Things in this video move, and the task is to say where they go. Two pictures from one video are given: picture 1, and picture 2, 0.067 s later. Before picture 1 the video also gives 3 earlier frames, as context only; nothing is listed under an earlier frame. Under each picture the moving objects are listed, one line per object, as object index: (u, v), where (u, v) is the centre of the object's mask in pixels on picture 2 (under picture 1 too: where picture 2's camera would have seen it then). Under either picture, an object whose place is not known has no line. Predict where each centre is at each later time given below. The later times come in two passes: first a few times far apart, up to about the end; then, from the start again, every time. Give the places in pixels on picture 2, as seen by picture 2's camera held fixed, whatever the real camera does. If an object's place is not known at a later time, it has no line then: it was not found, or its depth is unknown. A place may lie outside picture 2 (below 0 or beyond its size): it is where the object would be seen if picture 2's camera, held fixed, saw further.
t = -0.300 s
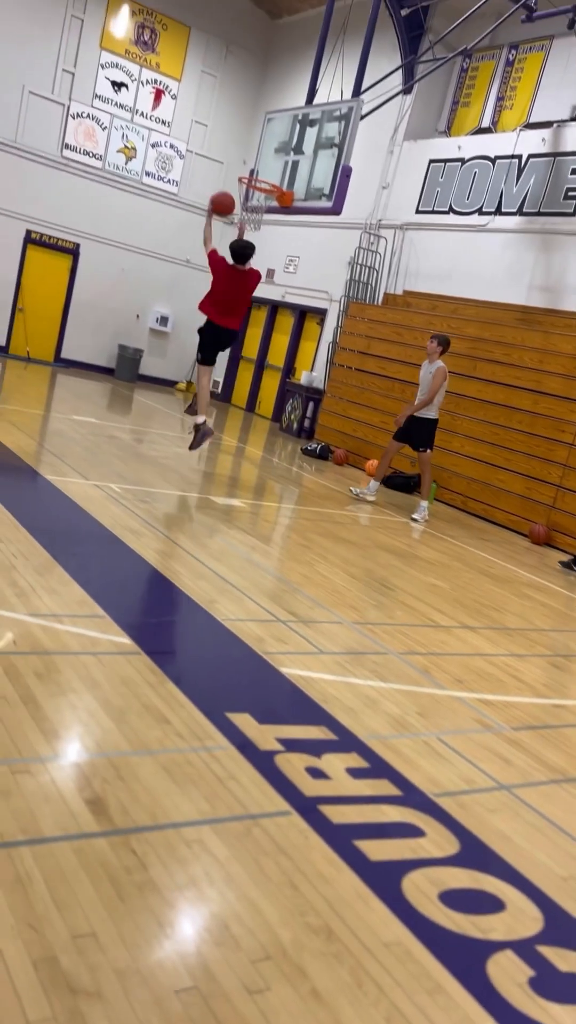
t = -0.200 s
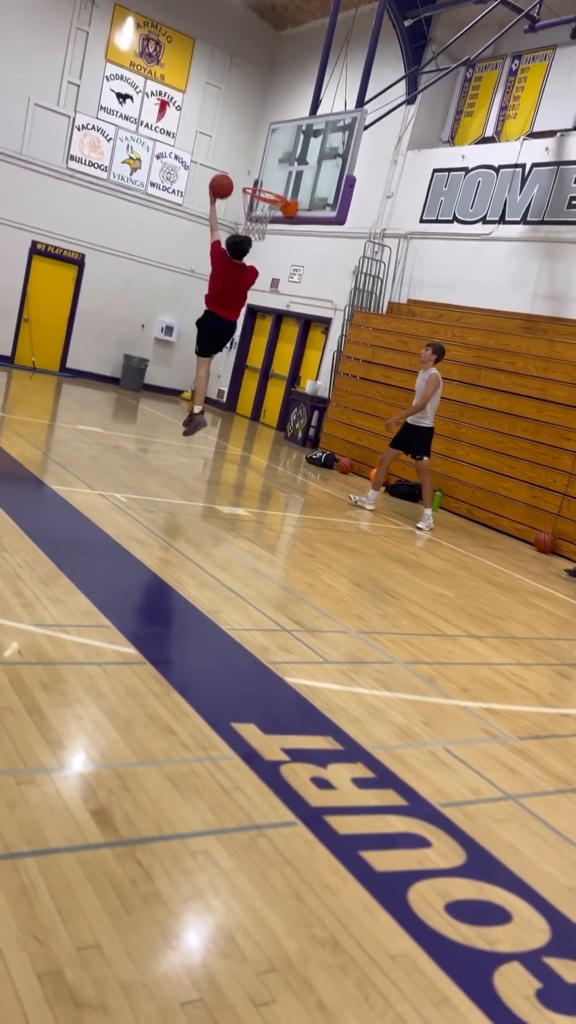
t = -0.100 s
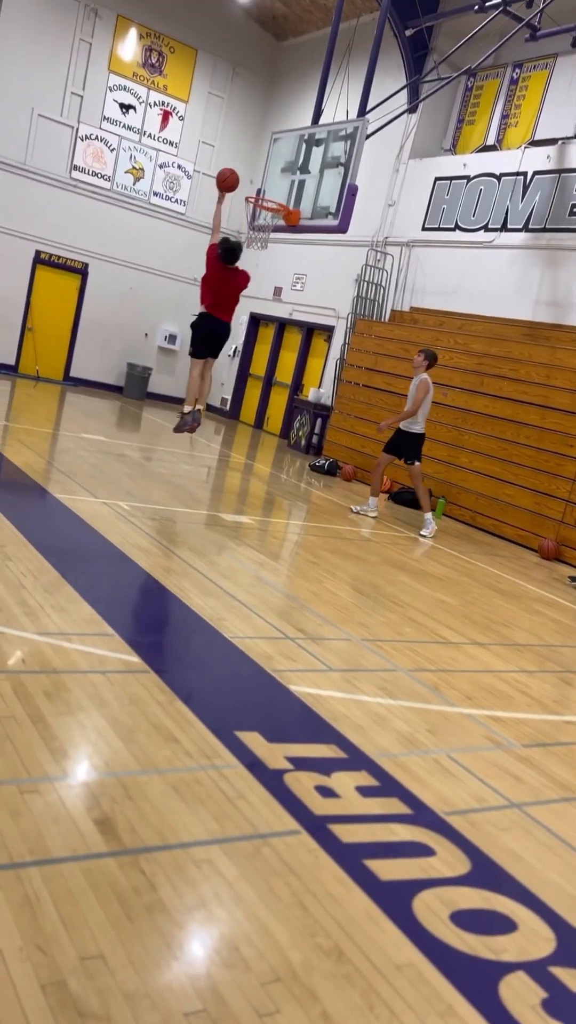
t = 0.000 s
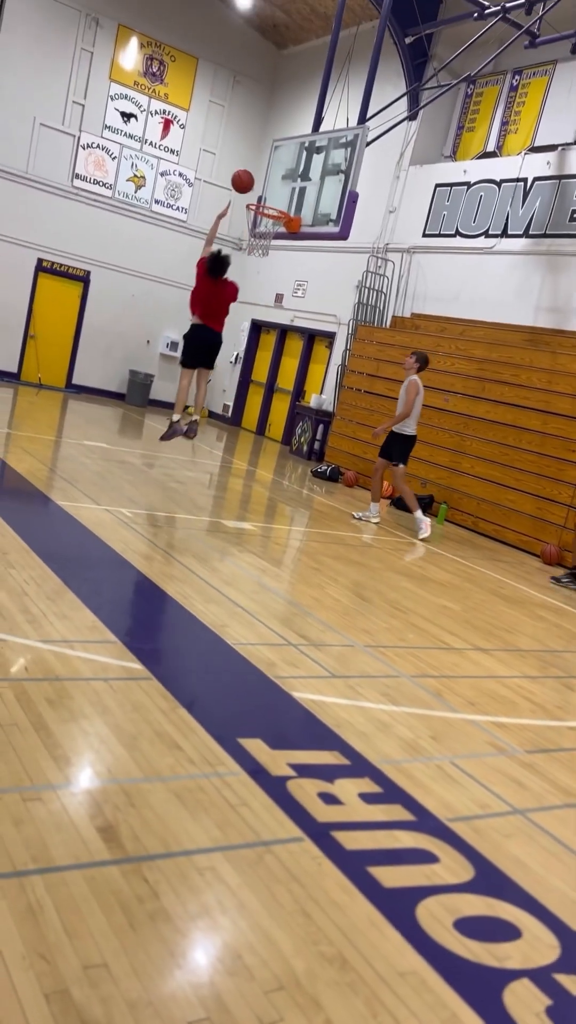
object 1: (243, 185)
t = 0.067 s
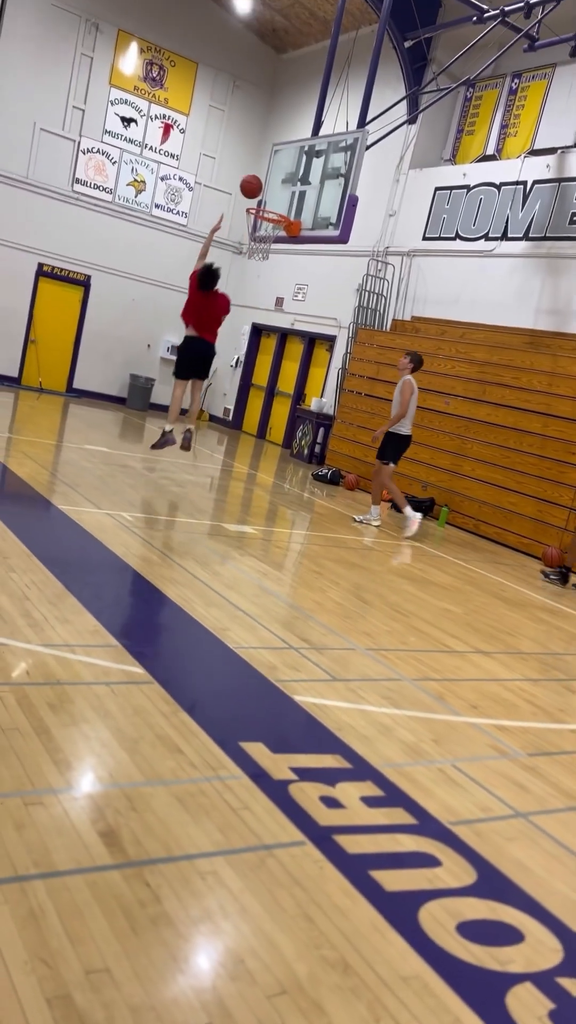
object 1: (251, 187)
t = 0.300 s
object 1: (272, 223)
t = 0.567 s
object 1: (271, 271)
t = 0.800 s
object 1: (255, 349)
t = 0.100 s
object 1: (255, 189)
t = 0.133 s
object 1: (259, 192)
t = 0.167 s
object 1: (262, 196)
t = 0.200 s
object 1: (265, 200)
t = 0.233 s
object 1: (269, 204)
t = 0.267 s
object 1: (271, 214)
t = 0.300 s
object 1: (272, 223)
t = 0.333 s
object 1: (275, 231)
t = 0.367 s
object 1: (277, 238)
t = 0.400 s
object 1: (276, 243)
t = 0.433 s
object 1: (275, 253)
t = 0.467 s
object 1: (275, 253)
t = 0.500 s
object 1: (274, 258)
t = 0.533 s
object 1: (273, 264)
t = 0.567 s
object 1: (271, 271)
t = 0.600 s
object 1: (269, 280)
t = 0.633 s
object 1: (267, 289)
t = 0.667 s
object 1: (265, 299)
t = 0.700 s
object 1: (263, 310)
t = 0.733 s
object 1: (260, 322)
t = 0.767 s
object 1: (257, 335)
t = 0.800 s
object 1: (255, 349)
